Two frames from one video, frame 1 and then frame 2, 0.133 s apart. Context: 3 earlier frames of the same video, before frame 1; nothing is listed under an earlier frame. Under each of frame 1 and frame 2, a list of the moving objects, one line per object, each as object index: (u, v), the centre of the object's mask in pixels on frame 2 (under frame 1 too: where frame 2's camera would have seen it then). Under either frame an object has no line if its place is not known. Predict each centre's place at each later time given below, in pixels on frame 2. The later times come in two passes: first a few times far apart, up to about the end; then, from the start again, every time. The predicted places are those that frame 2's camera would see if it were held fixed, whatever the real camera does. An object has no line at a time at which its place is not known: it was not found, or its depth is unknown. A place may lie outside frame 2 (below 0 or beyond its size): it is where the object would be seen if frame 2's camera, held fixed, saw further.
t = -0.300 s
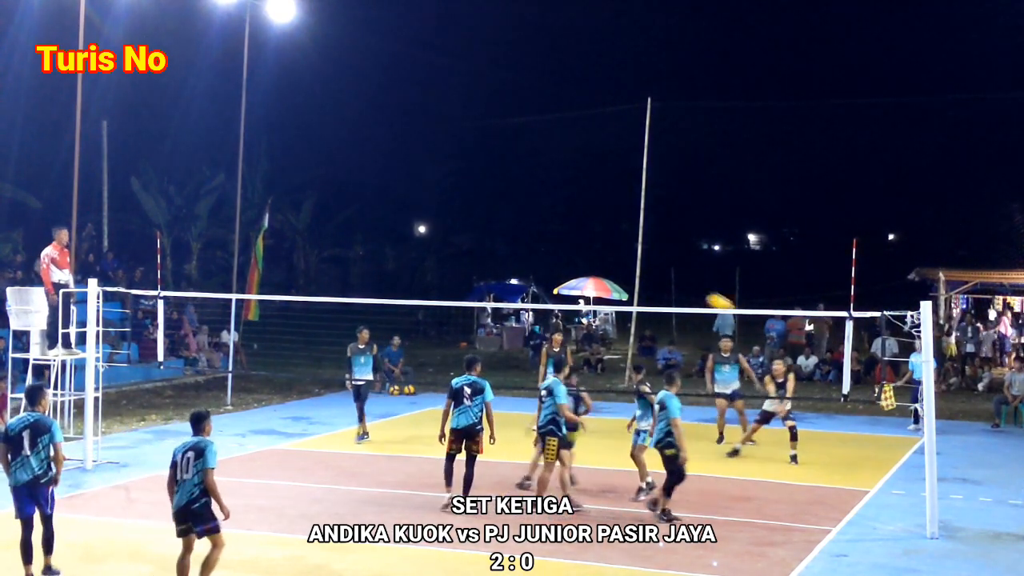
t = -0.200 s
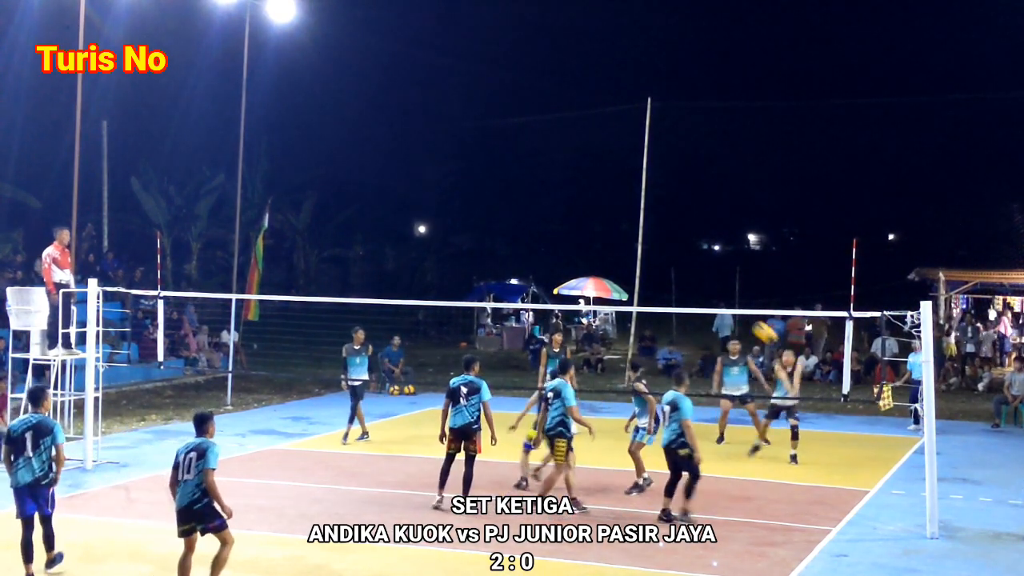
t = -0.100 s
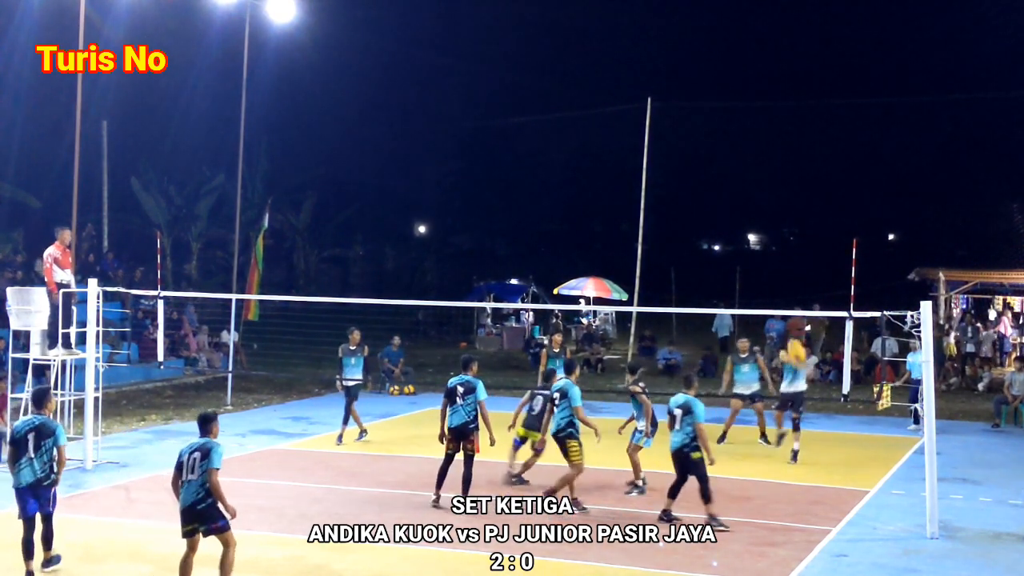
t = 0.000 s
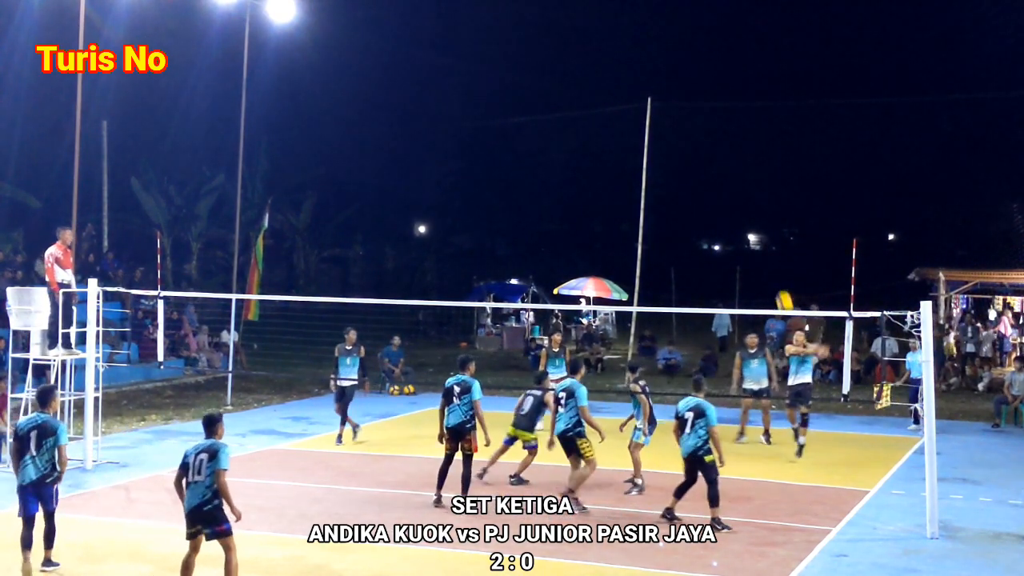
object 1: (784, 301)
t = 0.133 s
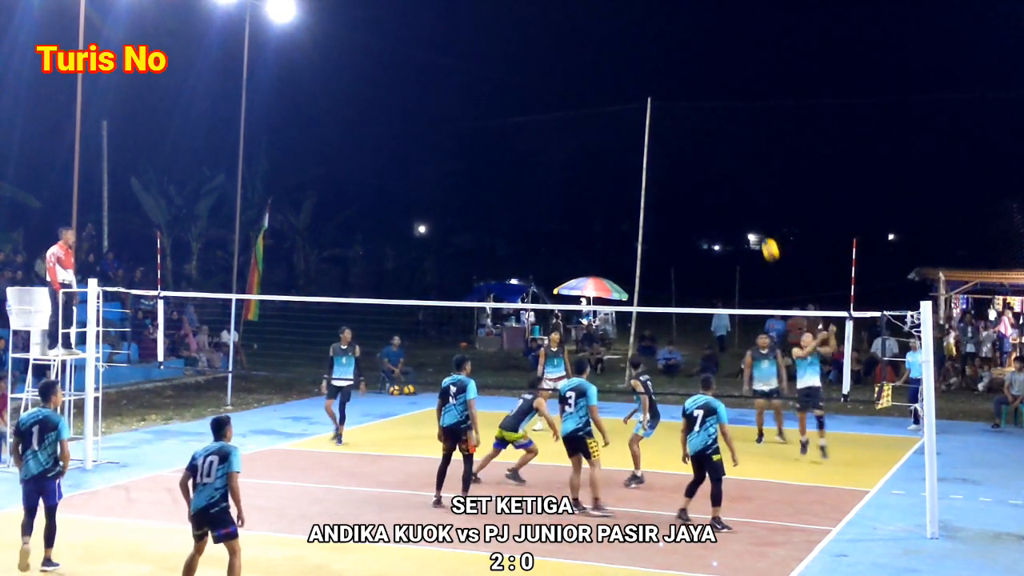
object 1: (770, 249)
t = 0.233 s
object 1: (759, 218)
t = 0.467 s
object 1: (734, 170)
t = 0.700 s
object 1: (708, 159)
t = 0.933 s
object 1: (681, 184)
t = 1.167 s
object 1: (655, 245)
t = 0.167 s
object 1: (766, 239)
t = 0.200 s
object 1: (763, 228)
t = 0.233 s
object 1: (759, 218)
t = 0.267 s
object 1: (755, 209)
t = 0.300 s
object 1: (752, 200)
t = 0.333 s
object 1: (749, 193)
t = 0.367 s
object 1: (744, 186)
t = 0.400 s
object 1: (741, 180)
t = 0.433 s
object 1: (738, 174)
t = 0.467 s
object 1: (734, 170)
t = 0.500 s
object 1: (730, 166)
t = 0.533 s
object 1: (726, 163)
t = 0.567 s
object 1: (722, 161)
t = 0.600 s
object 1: (719, 159)
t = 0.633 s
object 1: (715, 158)
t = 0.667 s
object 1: (711, 158)
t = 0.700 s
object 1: (708, 159)
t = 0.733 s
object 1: (704, 160)
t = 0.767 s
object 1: (700, 162)
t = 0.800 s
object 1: (696, 165)
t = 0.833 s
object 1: (692, 169)
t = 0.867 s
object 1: (689, 174)
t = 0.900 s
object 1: (685, 179)
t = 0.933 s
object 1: (681, 184)
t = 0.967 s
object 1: (678, 191)
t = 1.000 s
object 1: (674, 198)
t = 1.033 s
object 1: (670, 206)
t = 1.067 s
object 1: (666, 215)
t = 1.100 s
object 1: (662, 224)
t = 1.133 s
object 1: (659, 234)
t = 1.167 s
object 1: (655, 245)
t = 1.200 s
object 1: (651, 256)
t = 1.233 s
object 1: (648, 268)
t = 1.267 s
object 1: (645, 280)
